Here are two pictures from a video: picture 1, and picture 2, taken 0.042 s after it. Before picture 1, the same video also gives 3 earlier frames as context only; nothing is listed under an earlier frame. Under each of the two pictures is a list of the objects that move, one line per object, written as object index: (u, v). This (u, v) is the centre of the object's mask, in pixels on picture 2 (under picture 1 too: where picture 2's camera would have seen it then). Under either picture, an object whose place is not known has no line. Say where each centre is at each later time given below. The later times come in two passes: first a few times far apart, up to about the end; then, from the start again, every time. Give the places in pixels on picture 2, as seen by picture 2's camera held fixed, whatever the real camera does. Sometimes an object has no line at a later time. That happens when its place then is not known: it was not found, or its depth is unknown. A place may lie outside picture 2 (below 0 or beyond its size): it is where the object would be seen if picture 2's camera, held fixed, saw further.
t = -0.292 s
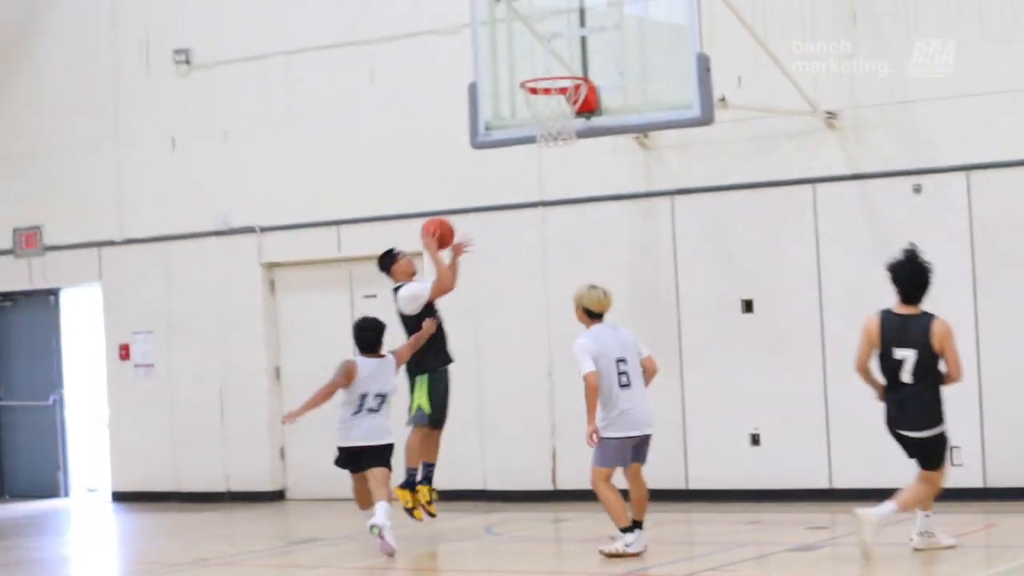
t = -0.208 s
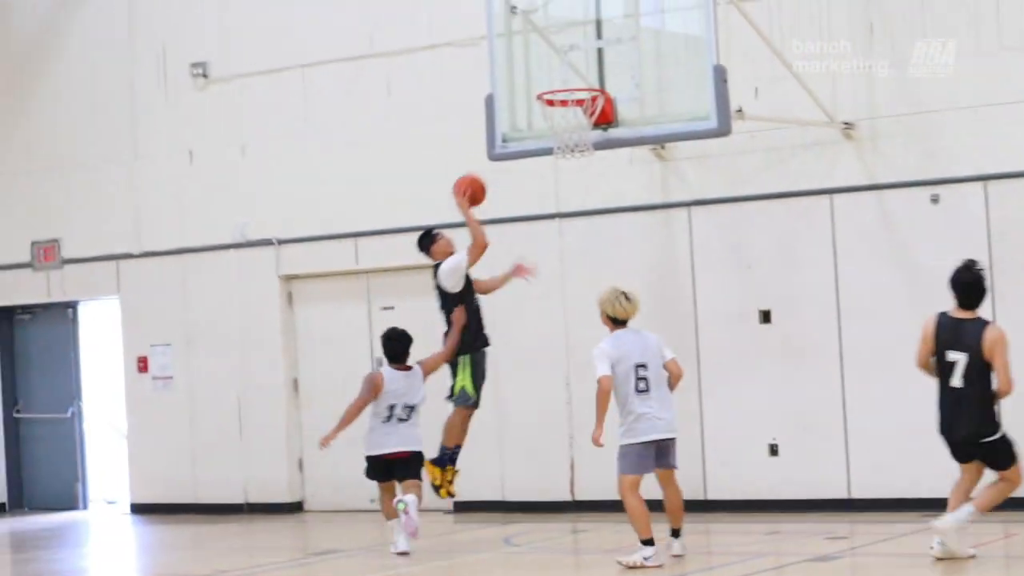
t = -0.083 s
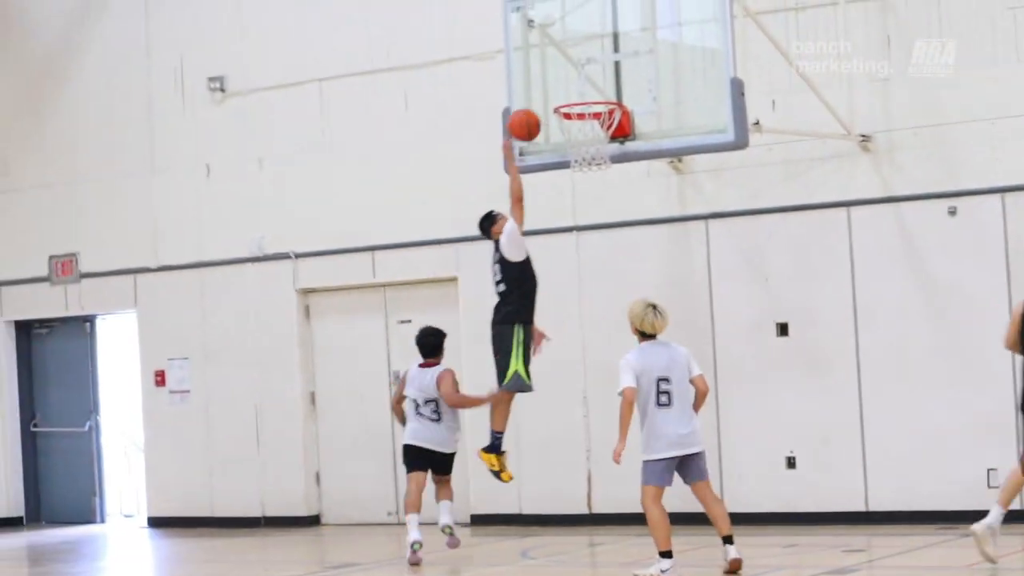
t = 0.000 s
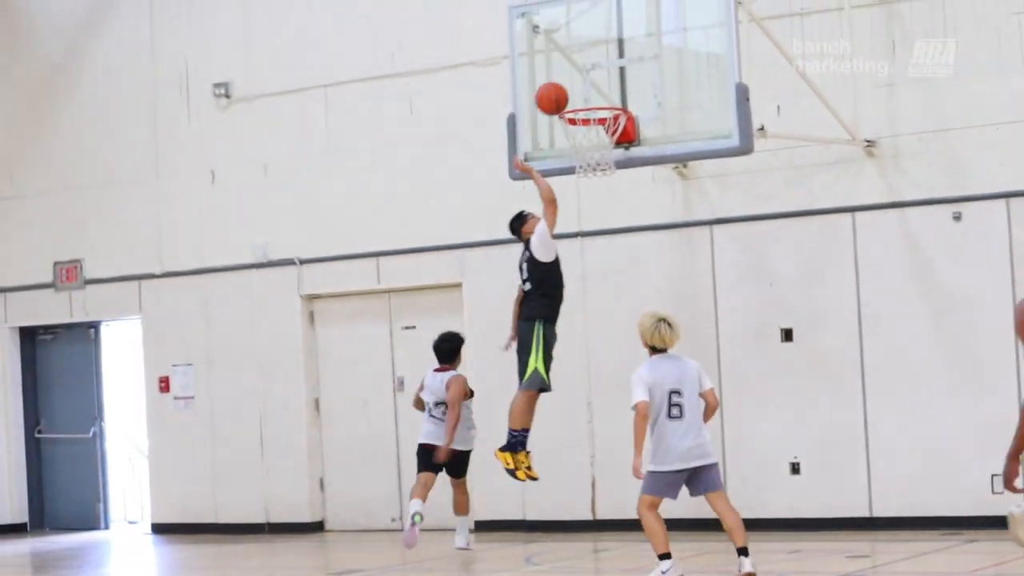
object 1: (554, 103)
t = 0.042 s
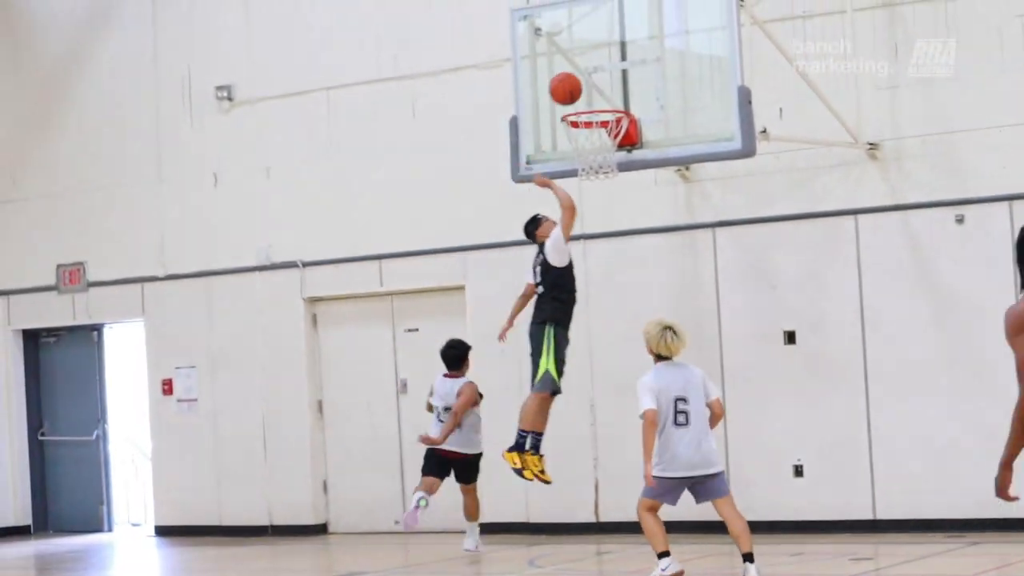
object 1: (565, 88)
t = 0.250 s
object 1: (572, 77)
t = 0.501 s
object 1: (601, 105)
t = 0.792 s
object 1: (576, 152)
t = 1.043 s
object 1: (591, 176)
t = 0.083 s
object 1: (570, 81)
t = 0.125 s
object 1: (571, 77)
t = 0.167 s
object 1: (571, 75)
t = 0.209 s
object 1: (571, 75)
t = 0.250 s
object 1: (572, 77)
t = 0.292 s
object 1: (572, 83)
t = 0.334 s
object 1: (573, 90)
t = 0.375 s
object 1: (574, 101)
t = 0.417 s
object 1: (584, 101)
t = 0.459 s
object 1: (592, 101)
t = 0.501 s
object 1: (601, 105)
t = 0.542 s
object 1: (608, 113)
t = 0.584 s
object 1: (607, 120)
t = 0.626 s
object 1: (601, 125)
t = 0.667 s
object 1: (593, 132)
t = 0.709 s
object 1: (586, 142)
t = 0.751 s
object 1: (581, 150)
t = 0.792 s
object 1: (576, 152)
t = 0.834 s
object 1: (575, 155)
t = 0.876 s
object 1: (576, 156)
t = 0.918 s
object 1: (578, 159)
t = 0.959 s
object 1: (581, 164)
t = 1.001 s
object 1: (585, 169)
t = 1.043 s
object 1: (591, 176)
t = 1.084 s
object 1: (596, 188)
